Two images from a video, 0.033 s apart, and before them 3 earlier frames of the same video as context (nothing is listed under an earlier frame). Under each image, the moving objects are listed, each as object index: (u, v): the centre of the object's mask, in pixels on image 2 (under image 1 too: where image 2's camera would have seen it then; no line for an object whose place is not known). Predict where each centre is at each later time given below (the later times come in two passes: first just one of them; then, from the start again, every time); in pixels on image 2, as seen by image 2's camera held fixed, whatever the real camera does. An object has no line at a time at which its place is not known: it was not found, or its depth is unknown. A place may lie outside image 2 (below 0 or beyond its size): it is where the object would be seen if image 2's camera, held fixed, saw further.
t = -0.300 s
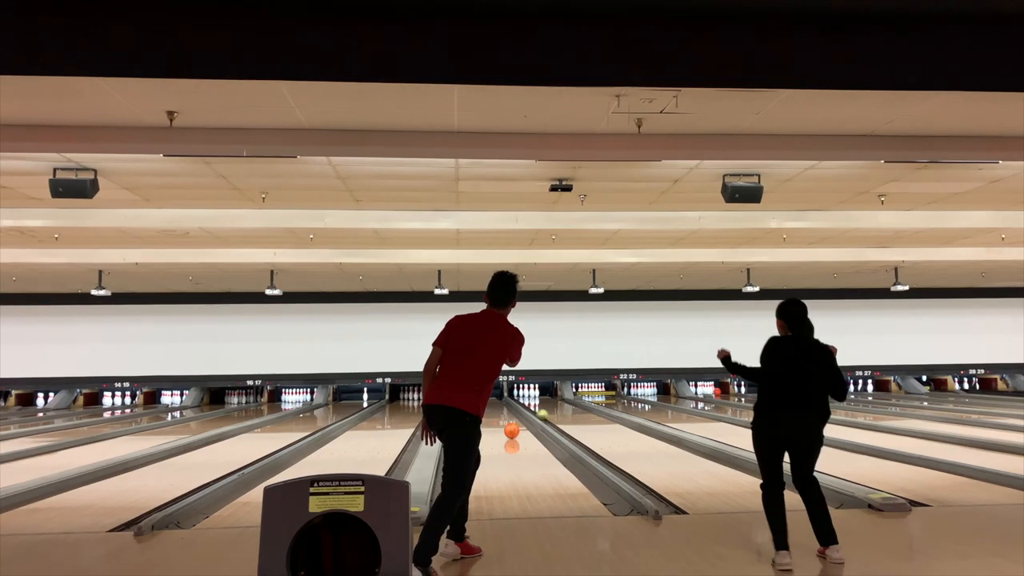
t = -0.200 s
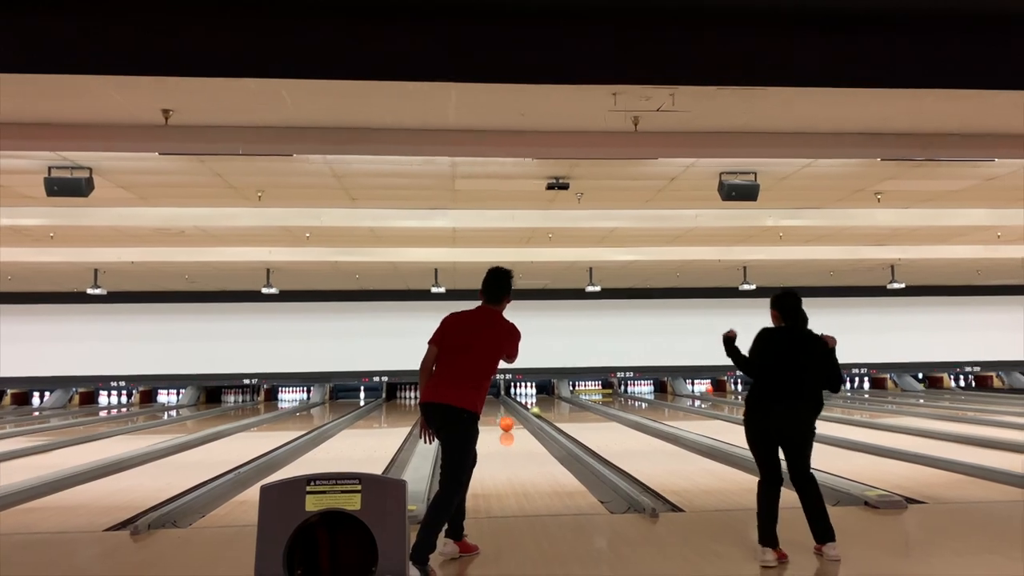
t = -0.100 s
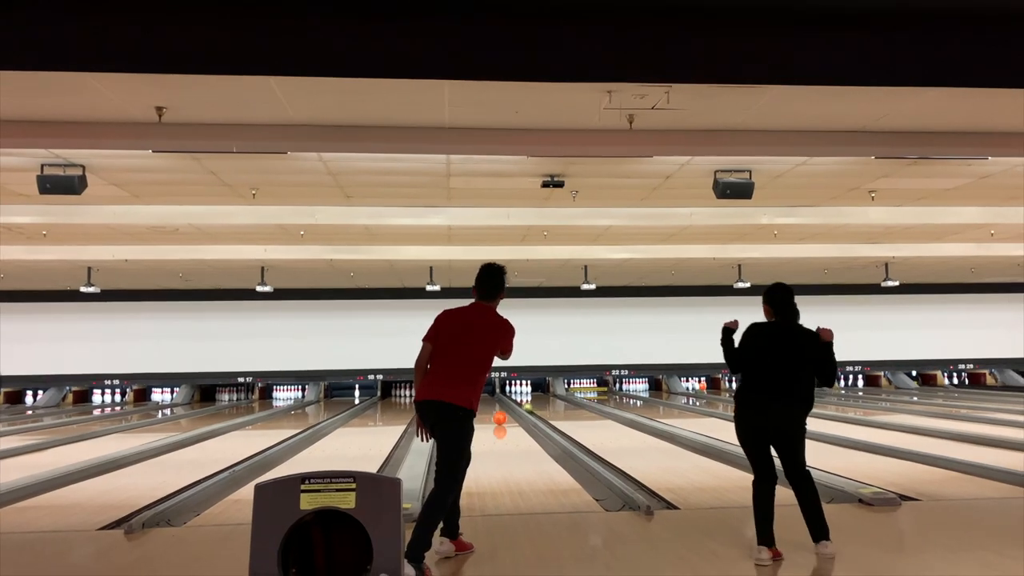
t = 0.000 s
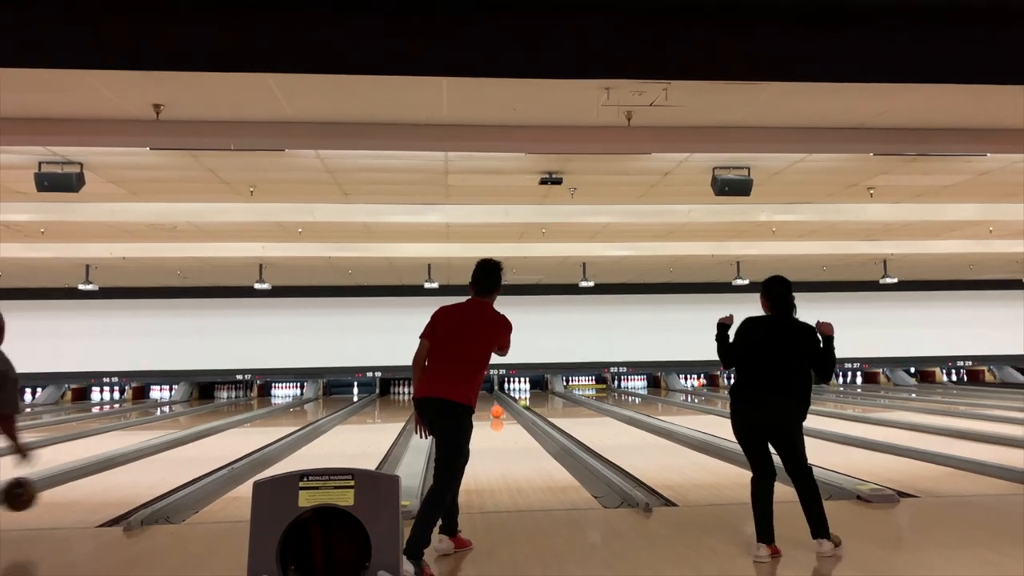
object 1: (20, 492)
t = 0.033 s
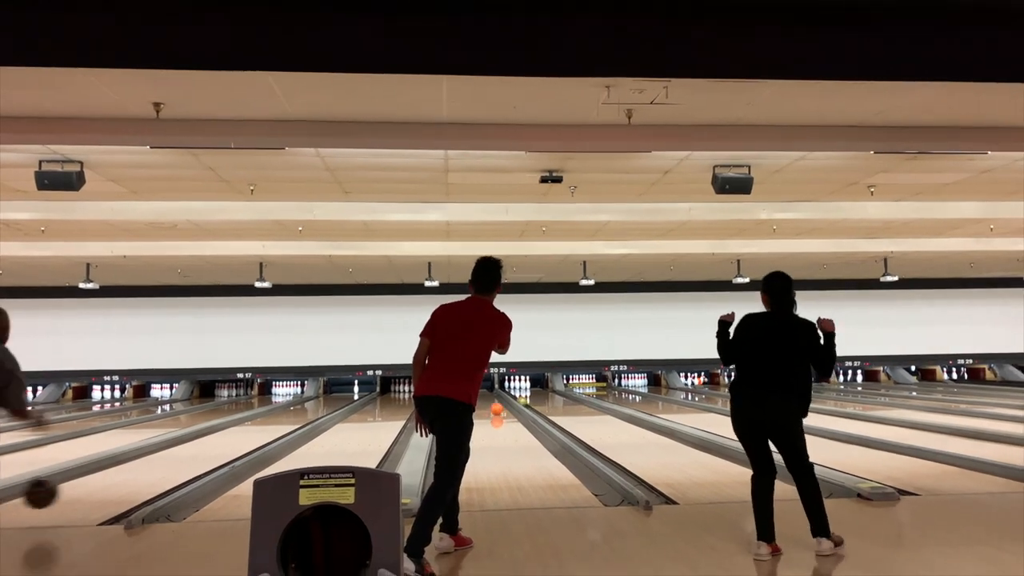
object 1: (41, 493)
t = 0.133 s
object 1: (93, 489)
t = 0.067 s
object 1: (59, 494)
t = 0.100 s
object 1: (77, 496)
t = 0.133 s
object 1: (93, 489)
